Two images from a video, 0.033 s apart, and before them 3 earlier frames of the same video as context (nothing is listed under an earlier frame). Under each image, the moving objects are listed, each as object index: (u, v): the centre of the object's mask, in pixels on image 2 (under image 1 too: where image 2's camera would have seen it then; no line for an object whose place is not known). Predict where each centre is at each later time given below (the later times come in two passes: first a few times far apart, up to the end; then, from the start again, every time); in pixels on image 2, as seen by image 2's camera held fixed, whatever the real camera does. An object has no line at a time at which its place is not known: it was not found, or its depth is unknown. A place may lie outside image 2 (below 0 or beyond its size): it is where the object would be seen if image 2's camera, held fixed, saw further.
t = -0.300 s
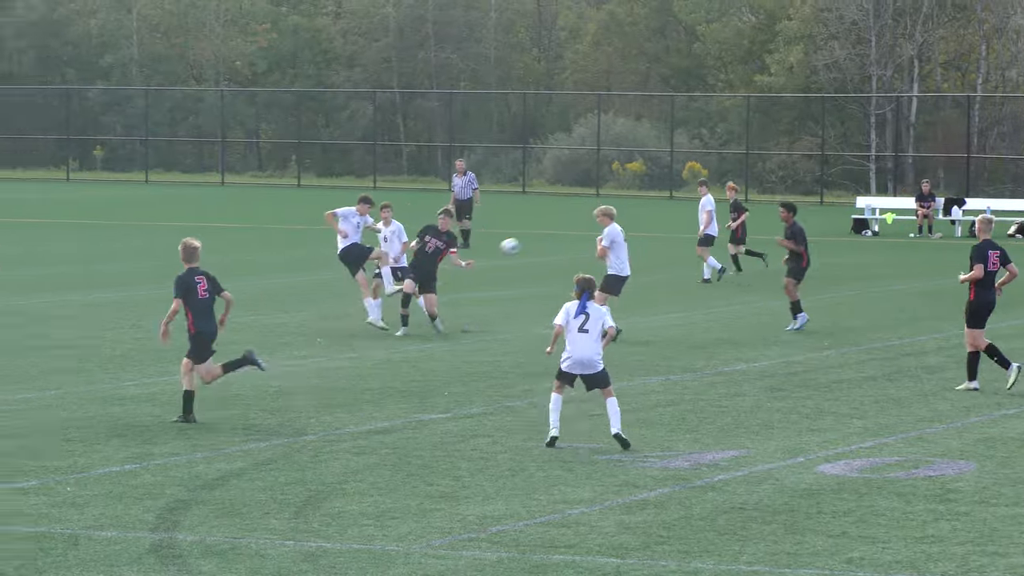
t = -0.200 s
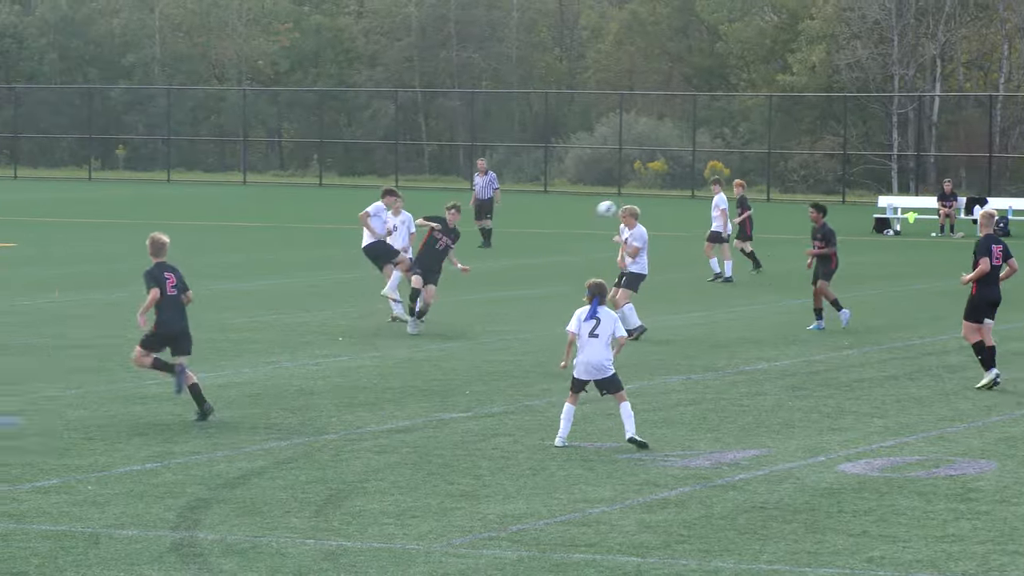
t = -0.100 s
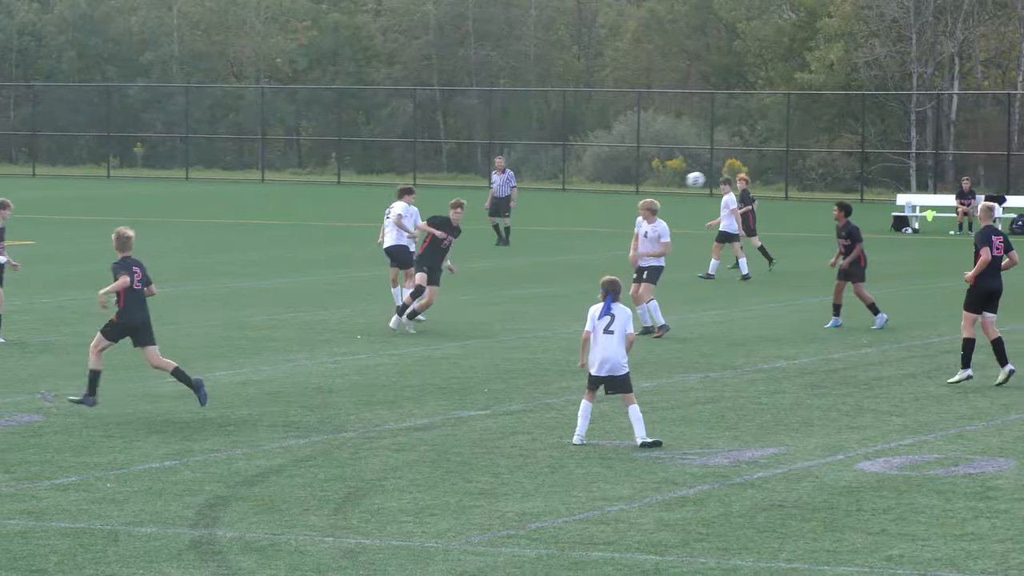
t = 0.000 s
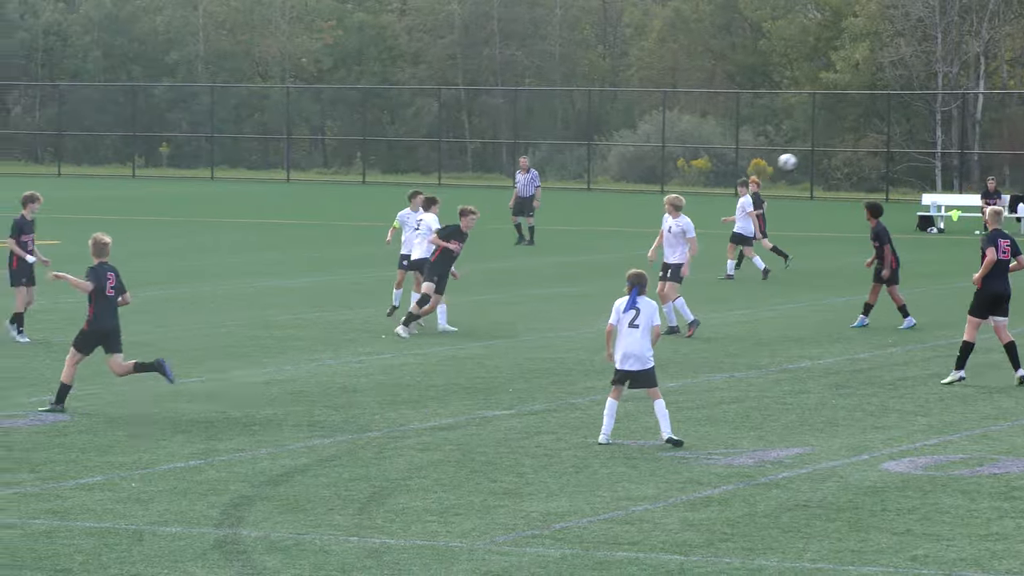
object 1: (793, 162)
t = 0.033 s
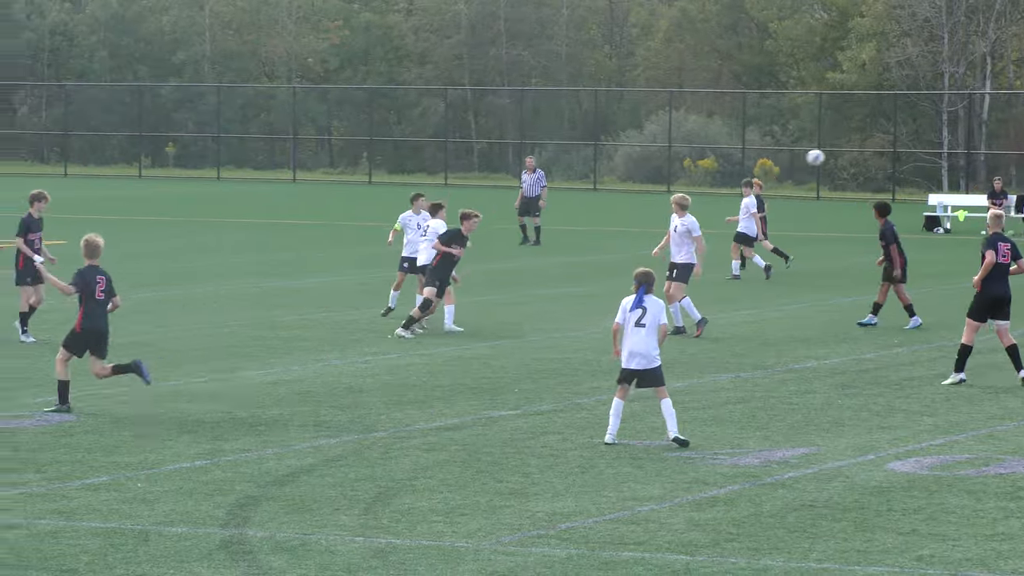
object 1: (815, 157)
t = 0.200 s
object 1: (920, 149)
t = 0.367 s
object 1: (1015, 158)
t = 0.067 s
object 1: (837, 154)
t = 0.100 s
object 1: (857, 153)
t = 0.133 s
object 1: (878, 151)
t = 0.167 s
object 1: (899, 150)
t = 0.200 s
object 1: (920, 149)
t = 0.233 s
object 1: (940, 149)
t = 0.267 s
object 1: (957, 149)
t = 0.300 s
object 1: (977, 151)
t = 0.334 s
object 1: (997, 154)
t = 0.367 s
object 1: (1015, 158)
